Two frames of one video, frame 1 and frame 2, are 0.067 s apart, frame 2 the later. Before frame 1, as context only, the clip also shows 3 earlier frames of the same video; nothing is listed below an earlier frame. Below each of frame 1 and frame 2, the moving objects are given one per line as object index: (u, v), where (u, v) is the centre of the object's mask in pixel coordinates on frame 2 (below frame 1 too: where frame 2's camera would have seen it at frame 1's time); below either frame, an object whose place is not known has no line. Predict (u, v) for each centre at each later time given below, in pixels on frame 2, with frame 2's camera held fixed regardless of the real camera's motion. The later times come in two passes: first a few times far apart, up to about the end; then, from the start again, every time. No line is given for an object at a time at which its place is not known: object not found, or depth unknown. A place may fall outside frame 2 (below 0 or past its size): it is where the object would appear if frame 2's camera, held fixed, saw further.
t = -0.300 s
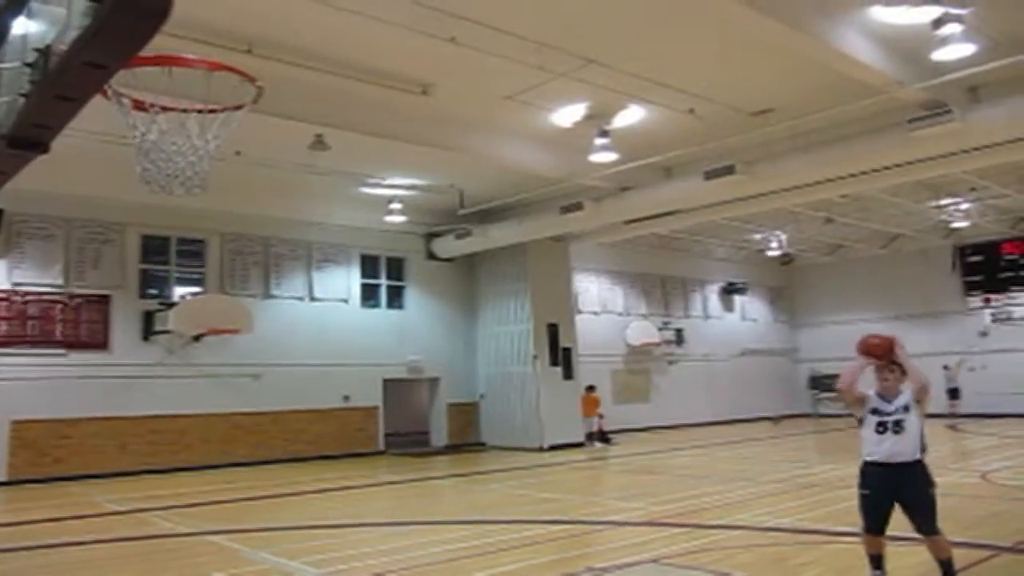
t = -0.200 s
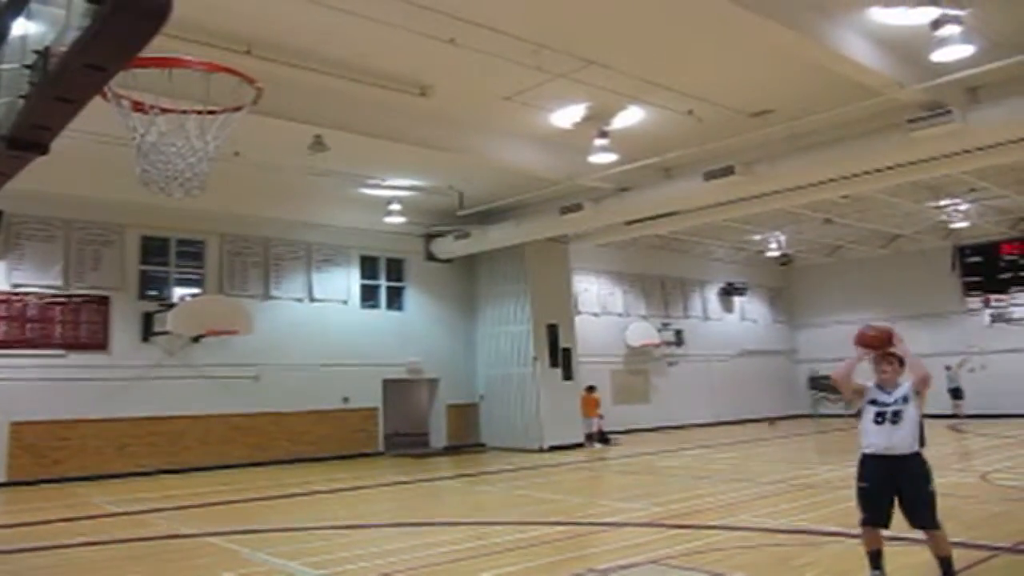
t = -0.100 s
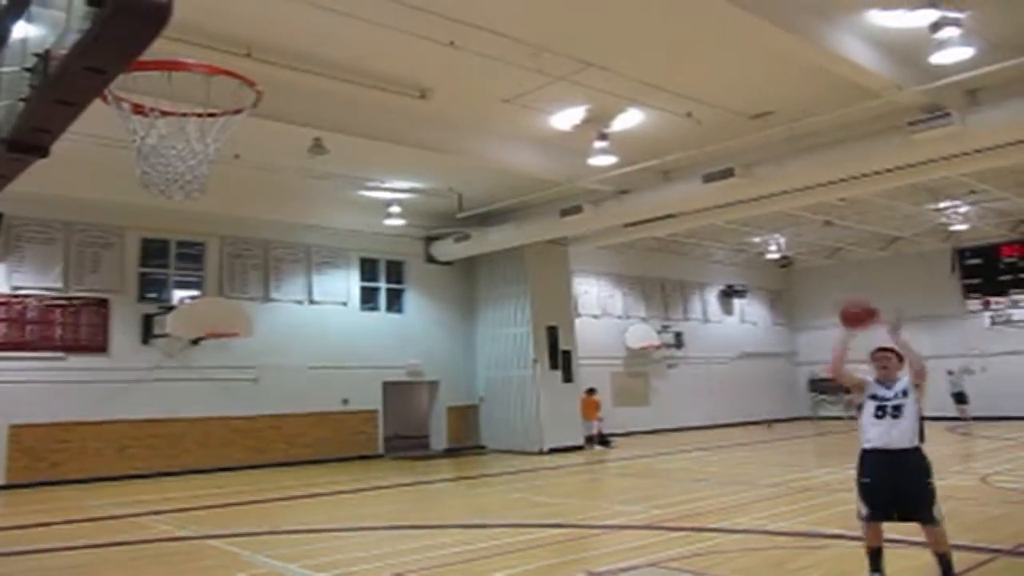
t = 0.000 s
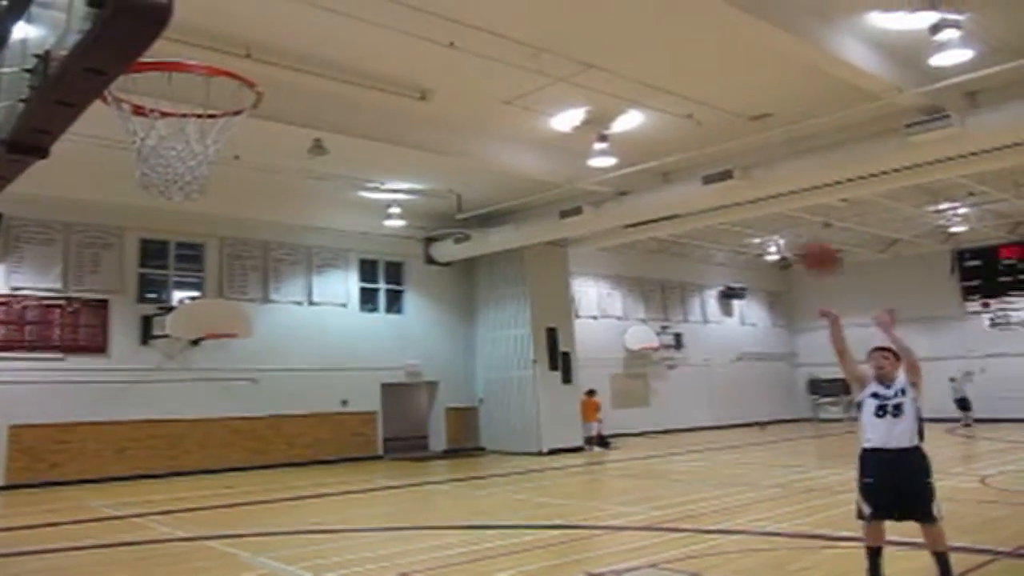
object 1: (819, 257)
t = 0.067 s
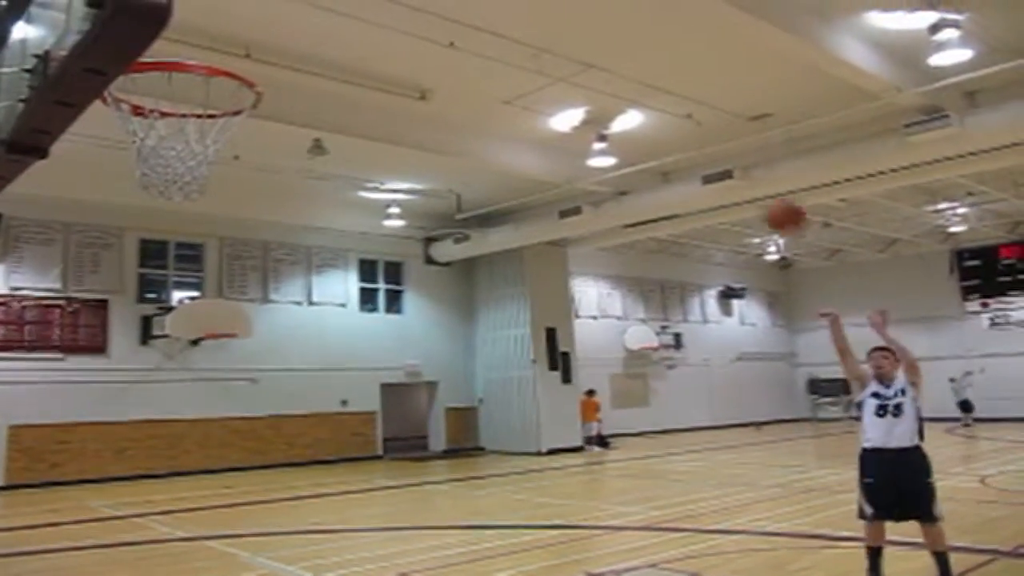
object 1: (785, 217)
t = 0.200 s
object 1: (717, 147)
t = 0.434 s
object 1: (579, 62)
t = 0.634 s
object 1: (429, 36)
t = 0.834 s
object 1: (221, 79)
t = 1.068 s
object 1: (151, 135)
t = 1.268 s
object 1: (215, 149)
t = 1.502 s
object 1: (188, 163)
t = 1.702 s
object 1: (158, 159)
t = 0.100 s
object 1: (767, 197)
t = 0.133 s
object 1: (750, 178)
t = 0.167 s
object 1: (734, 162)
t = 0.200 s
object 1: (717, 147)
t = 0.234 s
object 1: (698, 131)
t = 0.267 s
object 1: (680, 117)
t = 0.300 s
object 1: (658, 103)
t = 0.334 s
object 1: (640, 91)
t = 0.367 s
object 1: (620, 80)
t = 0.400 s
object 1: (600, 71)
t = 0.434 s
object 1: (579, 62)
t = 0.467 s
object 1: (556, 54)
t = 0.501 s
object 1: (533, 48)
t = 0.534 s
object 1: (508, 42)
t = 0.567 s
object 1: (482, 37)
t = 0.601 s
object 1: (458, 37)
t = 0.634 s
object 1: (429, 36)
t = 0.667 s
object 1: (398, 37)
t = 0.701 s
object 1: (368, 40)
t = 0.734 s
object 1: (335, 47)
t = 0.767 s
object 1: (298, 55)
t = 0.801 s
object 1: (265, 63)
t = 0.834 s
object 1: (221, 79)
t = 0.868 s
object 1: (174, 99)
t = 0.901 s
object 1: (126, 121)
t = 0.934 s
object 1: (115, 122)
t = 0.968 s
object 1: (118, 122)
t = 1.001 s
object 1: (125, 123)
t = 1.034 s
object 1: (138, 128)
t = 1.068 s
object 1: (151, 135)
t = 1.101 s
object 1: (164, 142)
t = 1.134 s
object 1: (179, 148)
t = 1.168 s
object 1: (192, 151)
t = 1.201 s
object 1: (200, 150)
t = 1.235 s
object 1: (209, 150)
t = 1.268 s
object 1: (215, 149)
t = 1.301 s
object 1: (215, 151)
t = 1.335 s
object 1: (215, 150)
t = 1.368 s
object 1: (213, 152)
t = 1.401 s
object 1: (208, 154)
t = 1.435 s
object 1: (202, 156)
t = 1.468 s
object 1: (196, 159)
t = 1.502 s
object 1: (188, 163)
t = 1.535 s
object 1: (179, 165)
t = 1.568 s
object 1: (169, 165)
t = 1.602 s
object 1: (163, 165)
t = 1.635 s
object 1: (158, 163)
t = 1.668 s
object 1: (157, 162)
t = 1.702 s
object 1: (158, 159)
